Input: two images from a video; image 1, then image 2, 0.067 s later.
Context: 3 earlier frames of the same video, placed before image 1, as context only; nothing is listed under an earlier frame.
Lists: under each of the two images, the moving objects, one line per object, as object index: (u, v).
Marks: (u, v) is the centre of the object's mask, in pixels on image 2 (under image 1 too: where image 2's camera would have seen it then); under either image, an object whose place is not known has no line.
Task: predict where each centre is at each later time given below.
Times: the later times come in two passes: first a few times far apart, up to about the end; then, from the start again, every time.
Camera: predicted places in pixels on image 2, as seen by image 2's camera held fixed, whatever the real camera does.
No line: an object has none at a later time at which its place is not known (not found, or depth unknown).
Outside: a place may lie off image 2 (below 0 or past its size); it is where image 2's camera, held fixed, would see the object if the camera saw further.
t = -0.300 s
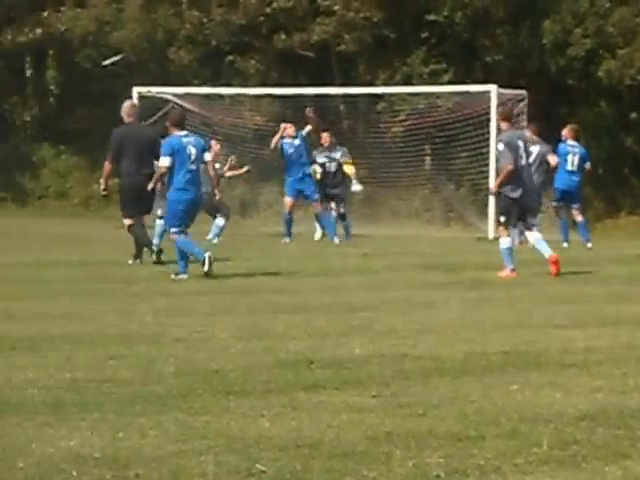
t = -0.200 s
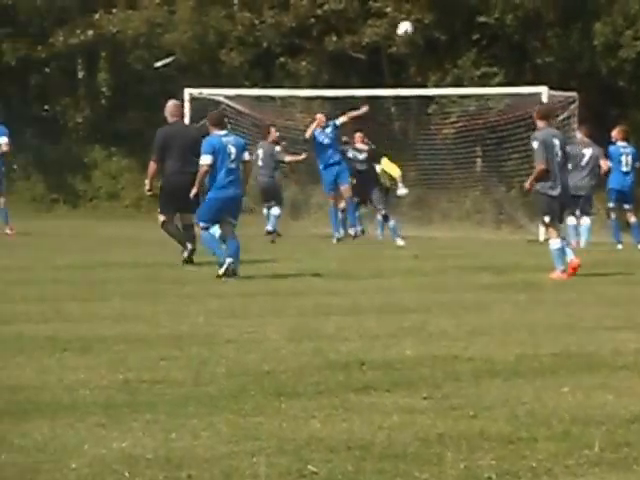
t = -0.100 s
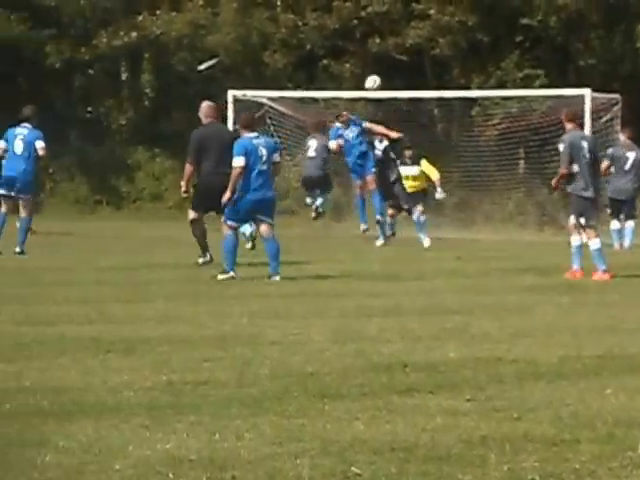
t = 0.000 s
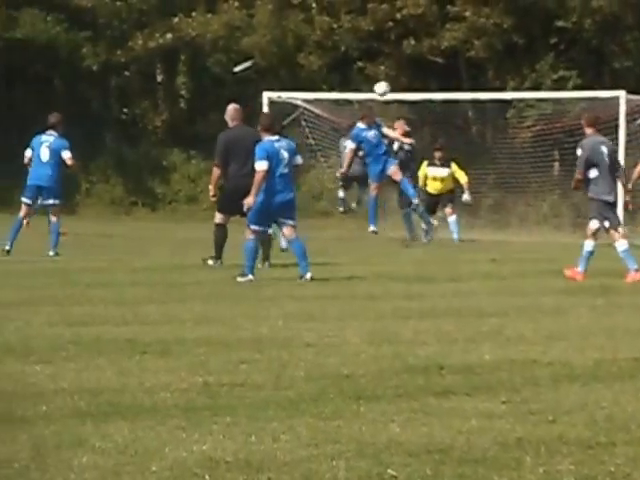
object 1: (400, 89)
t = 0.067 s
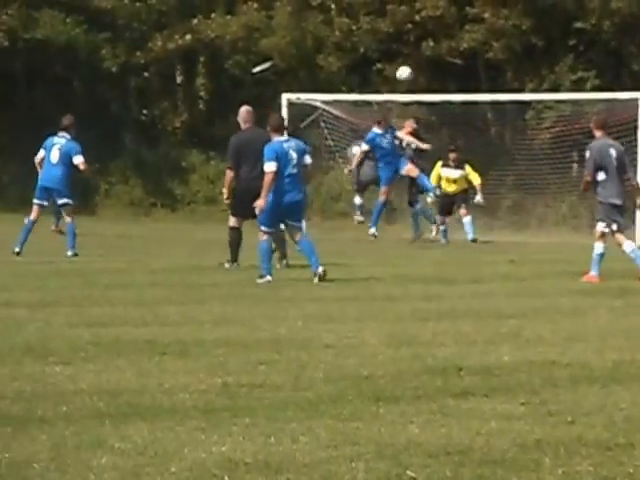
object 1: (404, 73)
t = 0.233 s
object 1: (410, 48)
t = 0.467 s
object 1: (416, 44)
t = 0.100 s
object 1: (405, 66)
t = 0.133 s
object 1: (406, 59)
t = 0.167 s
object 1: (408, 54)
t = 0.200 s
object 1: (409, 51)
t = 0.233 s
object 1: (410, 48)
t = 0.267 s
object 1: (411, 44)
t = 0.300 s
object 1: (412, 42)
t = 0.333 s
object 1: (413, 42)
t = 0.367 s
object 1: (414, 41)
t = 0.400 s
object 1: (415, 41)
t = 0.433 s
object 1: (415, 42)
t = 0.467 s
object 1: (416, 44)
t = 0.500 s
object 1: (417, 46)
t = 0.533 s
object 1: (418, 49)
